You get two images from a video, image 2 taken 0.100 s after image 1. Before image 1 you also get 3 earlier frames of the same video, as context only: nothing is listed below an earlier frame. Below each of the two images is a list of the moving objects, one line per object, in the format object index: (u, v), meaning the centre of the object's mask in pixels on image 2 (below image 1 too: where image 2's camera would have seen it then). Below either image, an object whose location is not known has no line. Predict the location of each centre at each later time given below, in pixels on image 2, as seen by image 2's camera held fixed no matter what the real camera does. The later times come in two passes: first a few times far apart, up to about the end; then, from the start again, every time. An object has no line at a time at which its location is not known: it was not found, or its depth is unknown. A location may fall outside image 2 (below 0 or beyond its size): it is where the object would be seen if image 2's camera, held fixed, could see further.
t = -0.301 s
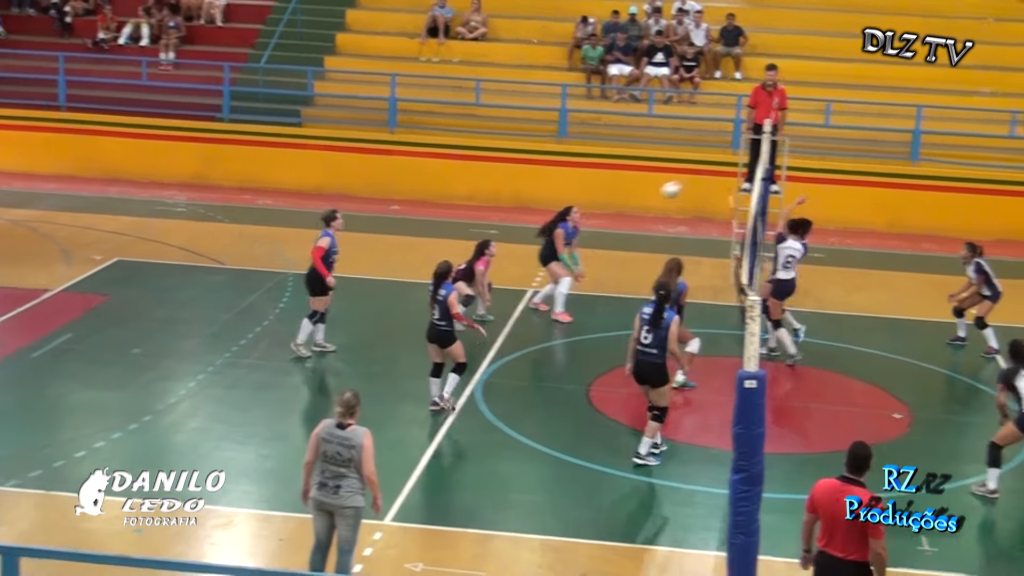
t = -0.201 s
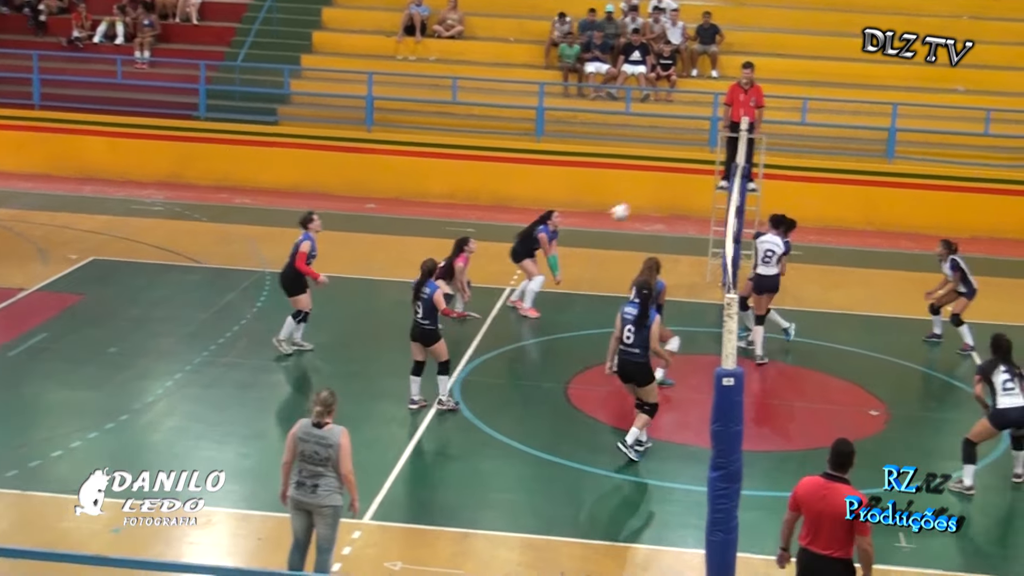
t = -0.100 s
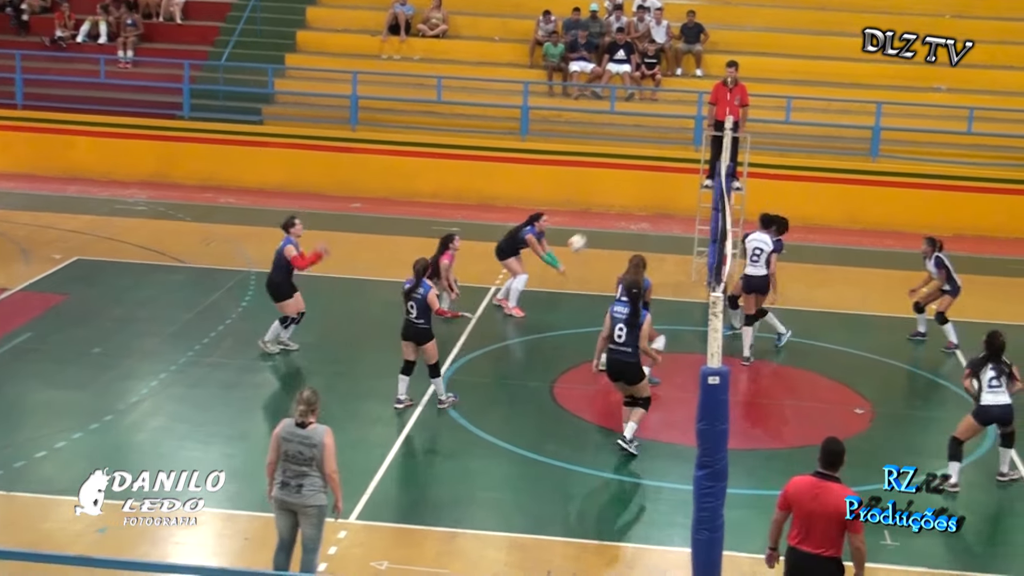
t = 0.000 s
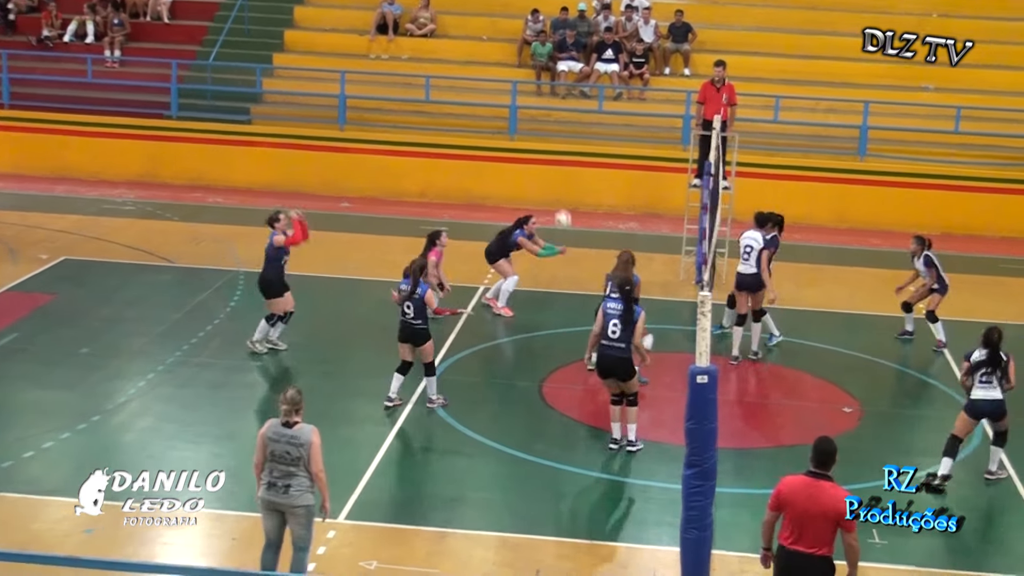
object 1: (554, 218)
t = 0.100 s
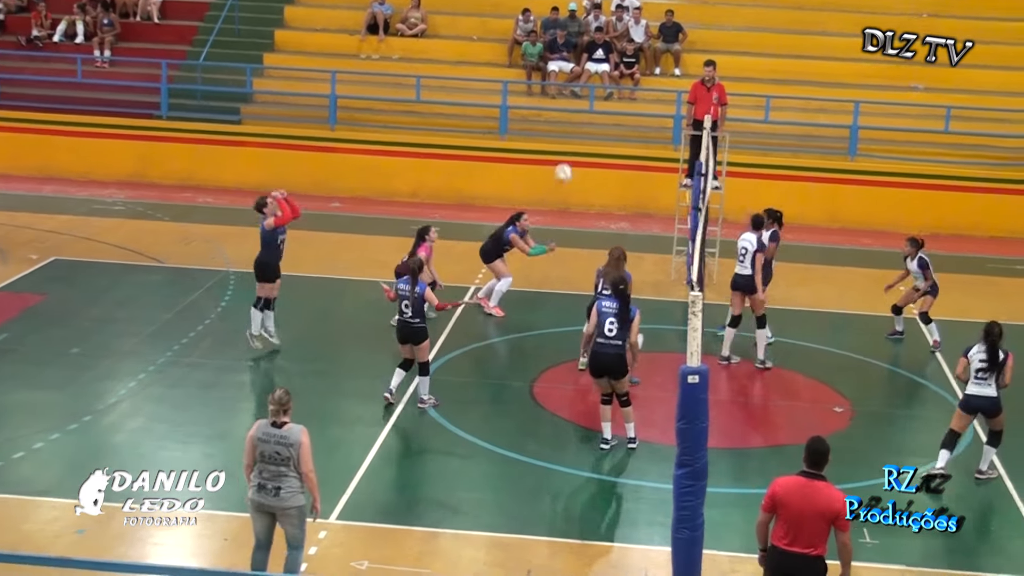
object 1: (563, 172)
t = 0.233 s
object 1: (575, 121)
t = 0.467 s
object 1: (592, 62)
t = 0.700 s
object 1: (610, 44)
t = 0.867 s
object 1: (620, 61)
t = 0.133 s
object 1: (566, 159)
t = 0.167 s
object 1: (569, 145)
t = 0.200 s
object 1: (572, 133)
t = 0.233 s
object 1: (575, 121)
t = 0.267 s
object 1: (578, 110)
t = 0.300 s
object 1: (580, 100)
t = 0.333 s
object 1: (583, 91)
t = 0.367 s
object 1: (586, 82)
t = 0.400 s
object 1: (588, 75)
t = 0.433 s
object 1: (590, 66)
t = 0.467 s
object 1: (592, 62)
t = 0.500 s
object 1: (596, 56)
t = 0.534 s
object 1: (599, 52)
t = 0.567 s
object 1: (601, 48)
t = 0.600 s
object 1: (603, 45)
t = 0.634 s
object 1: (606, 44)
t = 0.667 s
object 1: (608, 43)
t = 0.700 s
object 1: (610, 44)
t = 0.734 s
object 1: (612, 45)
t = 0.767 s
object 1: (614, 47)
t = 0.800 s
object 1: (616, 51)
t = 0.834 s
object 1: (618, 56)
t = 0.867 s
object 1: (620, 61)
